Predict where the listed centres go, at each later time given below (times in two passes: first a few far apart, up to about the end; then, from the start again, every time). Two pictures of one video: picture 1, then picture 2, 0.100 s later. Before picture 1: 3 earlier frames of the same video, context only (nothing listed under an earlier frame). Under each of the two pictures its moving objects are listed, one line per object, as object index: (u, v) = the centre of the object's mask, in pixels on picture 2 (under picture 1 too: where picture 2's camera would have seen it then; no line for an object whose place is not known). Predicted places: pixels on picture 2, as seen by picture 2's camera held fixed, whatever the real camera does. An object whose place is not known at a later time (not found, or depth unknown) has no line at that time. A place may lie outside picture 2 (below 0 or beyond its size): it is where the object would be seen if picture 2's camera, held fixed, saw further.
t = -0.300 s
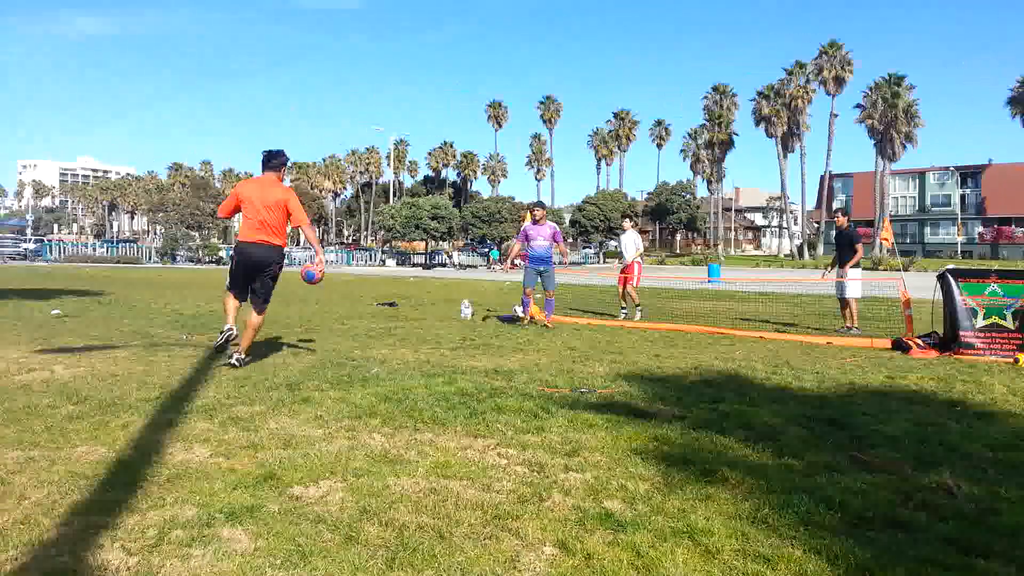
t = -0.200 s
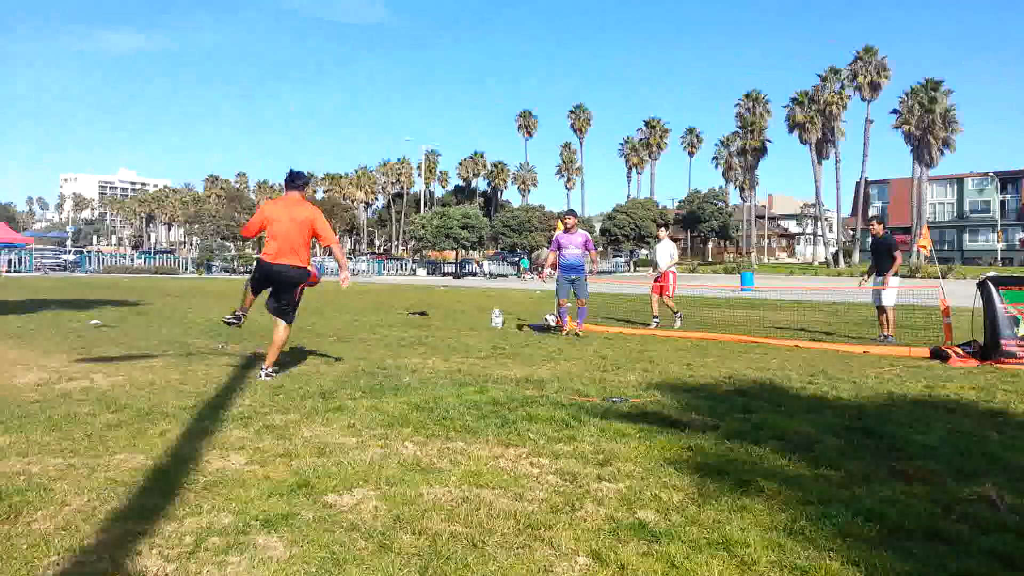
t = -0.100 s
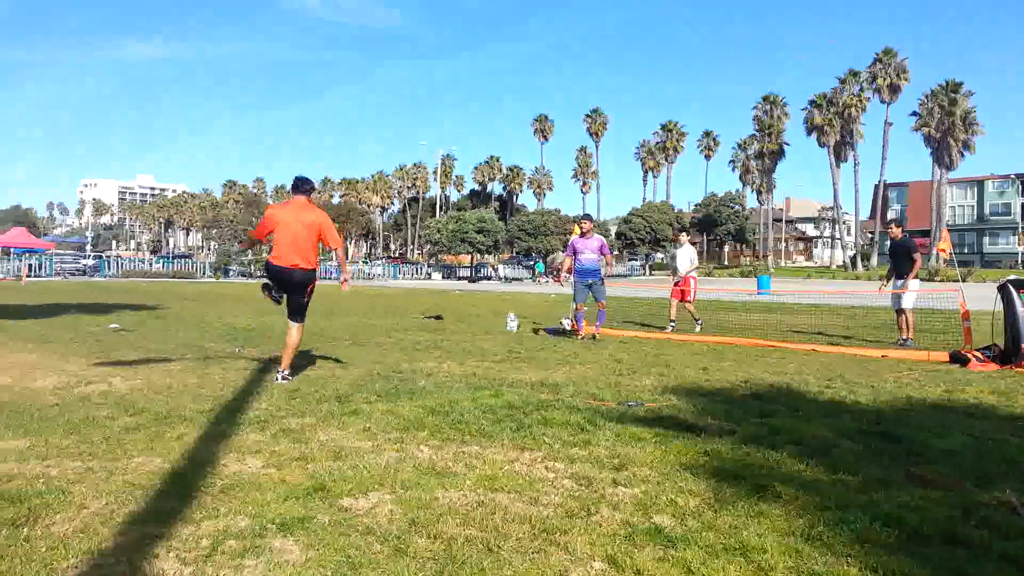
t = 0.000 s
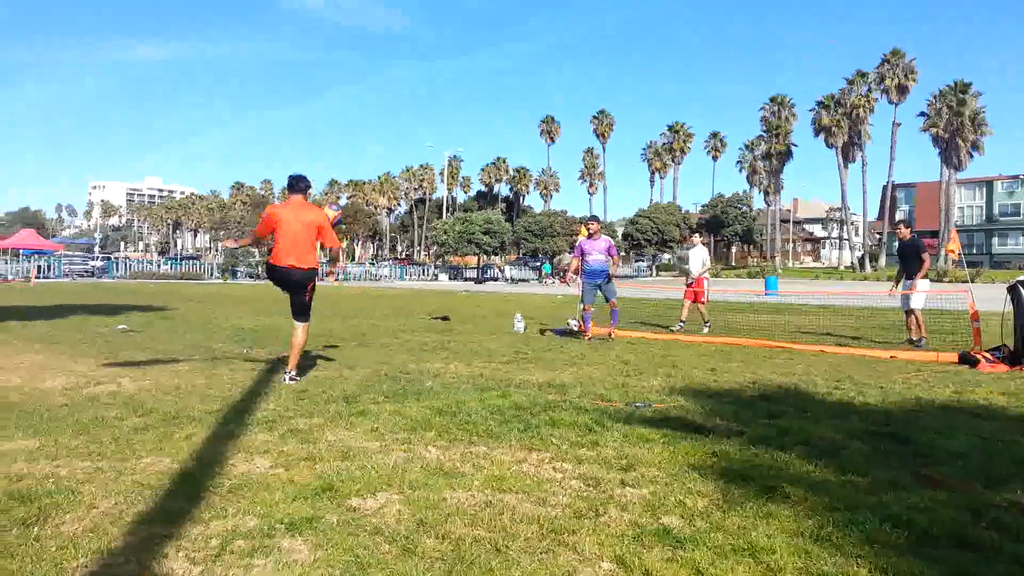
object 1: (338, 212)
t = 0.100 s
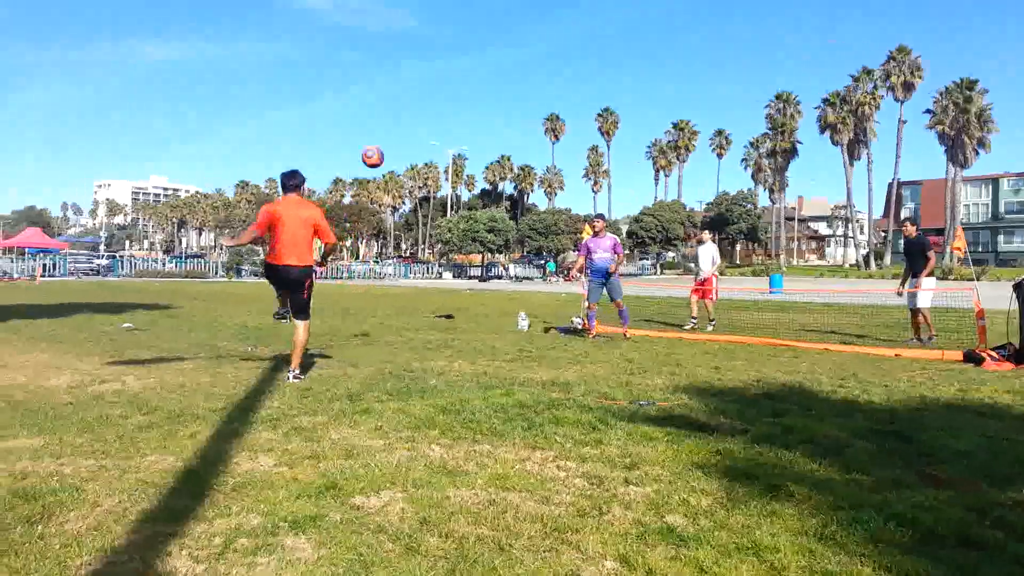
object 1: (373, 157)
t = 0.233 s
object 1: (418, 100)
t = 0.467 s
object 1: (488, 50)
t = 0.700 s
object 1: (546, 50)
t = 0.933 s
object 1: (595, 92)
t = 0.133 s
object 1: (385, 141)
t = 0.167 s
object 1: (396, 126)
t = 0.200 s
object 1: (407, 112)
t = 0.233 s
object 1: (418, 100)
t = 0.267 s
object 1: (428, 89)
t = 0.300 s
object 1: (439, 80)
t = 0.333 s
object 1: (449, 72)
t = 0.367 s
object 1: (459, 65)
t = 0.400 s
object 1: (469, 59)
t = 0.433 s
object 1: (479, 54)
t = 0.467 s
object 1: (488, 50)
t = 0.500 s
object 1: (497, 48)
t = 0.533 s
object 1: (505, 46)
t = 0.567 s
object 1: (514, 45)
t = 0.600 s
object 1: (522, 44)
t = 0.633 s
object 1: (530, 45)
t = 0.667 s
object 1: (538, 47)
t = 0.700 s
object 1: (546, 50)
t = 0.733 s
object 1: (553, 54)
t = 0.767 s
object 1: (560, 58)
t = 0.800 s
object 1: (568, 63)
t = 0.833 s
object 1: (575, 69)
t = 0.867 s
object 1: (582, 76)
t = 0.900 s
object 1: (589, 84)
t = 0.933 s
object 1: (595, 92)
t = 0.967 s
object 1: (602, 101)
